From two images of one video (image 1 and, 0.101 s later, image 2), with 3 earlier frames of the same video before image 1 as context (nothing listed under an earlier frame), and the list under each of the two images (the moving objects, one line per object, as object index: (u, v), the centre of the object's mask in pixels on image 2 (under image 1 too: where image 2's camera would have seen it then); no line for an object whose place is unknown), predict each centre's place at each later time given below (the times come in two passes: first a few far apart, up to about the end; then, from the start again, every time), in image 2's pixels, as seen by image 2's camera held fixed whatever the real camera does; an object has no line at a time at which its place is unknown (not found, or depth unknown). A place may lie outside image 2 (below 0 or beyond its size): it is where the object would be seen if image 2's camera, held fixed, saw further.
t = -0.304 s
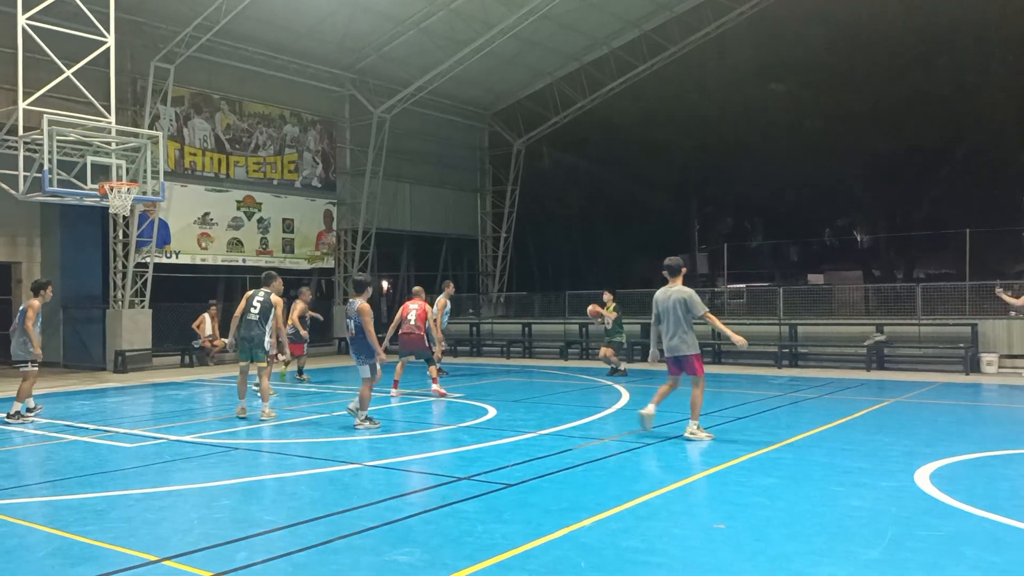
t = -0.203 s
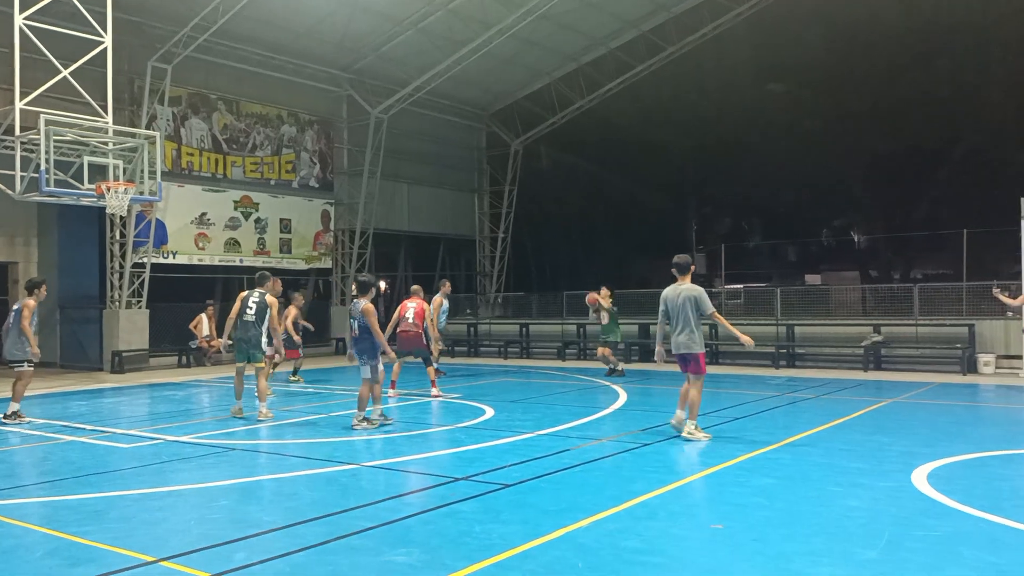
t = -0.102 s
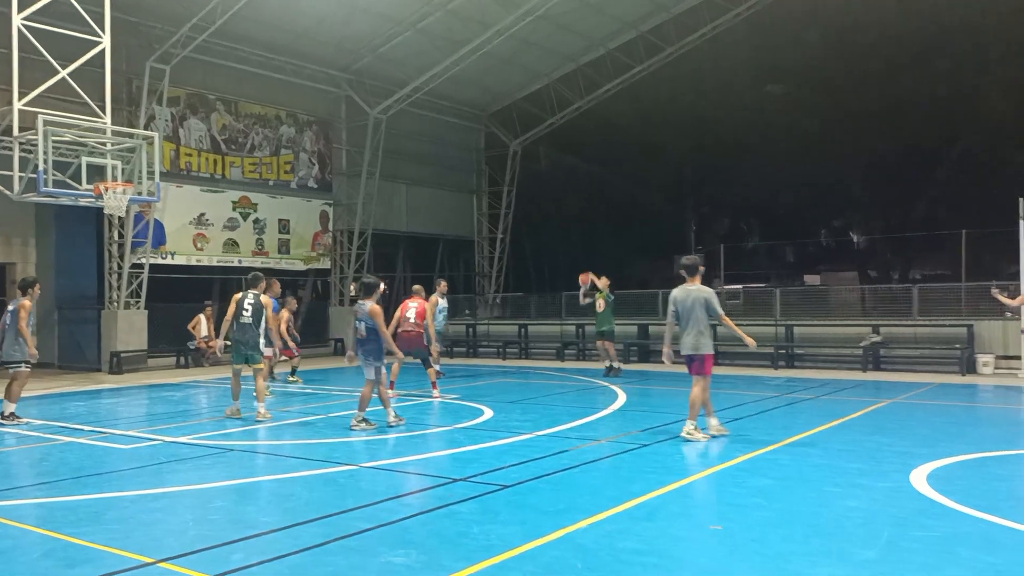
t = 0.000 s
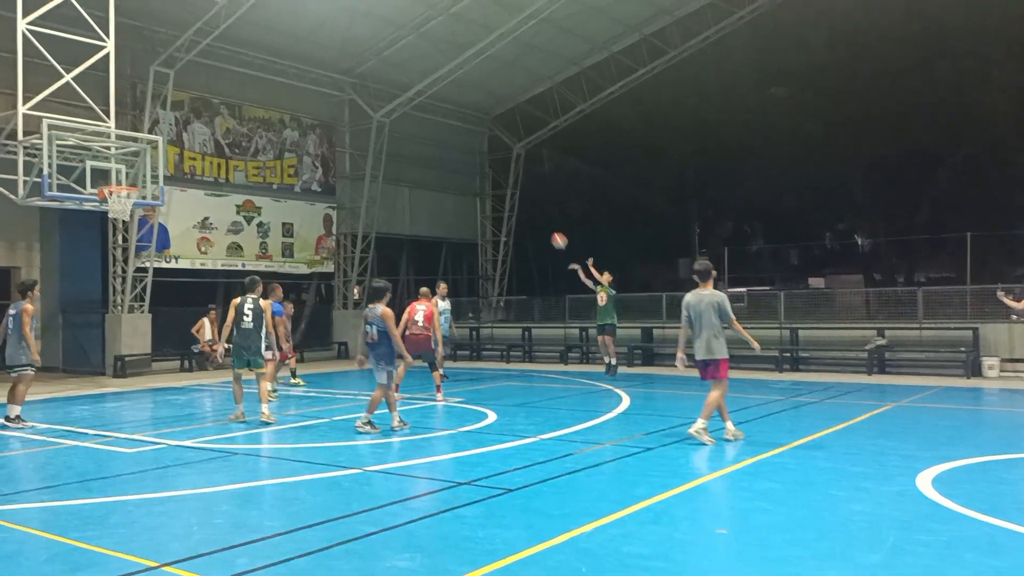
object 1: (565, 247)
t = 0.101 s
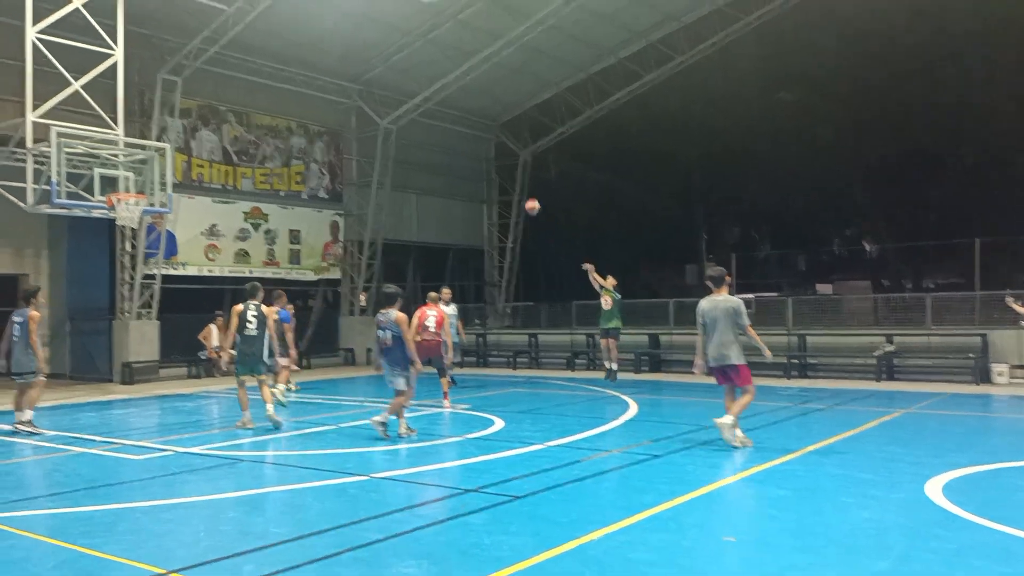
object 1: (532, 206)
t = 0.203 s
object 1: (499, 171)
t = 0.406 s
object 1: (436, 121)
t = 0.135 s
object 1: (521, 194)
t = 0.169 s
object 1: (510, 181)
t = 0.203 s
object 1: (499, 171)
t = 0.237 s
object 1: (489, 161)
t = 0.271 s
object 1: (477, 152)
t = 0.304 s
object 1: (467, 143)
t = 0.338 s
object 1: (456, 134)
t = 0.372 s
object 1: (446, 127)
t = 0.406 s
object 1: (436, 121)
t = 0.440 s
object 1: (425, 114)
